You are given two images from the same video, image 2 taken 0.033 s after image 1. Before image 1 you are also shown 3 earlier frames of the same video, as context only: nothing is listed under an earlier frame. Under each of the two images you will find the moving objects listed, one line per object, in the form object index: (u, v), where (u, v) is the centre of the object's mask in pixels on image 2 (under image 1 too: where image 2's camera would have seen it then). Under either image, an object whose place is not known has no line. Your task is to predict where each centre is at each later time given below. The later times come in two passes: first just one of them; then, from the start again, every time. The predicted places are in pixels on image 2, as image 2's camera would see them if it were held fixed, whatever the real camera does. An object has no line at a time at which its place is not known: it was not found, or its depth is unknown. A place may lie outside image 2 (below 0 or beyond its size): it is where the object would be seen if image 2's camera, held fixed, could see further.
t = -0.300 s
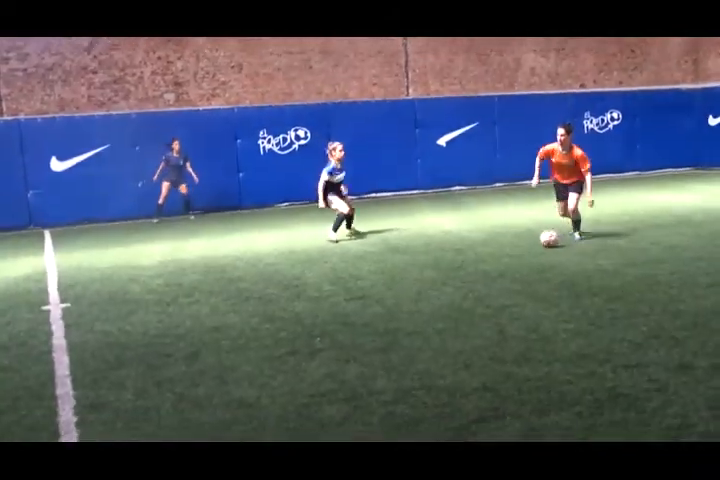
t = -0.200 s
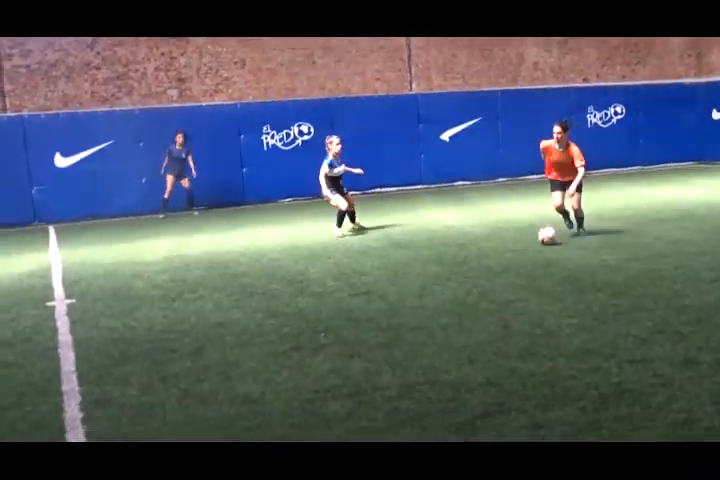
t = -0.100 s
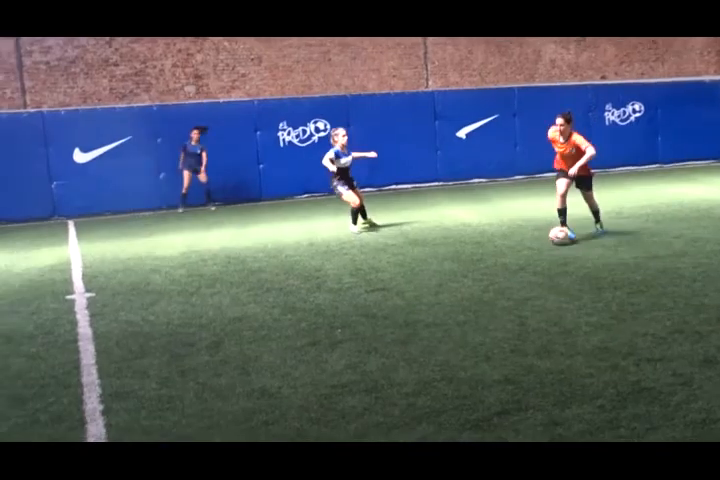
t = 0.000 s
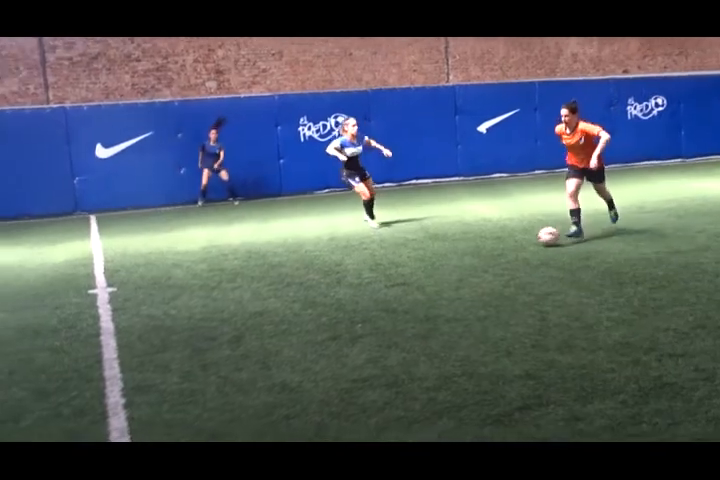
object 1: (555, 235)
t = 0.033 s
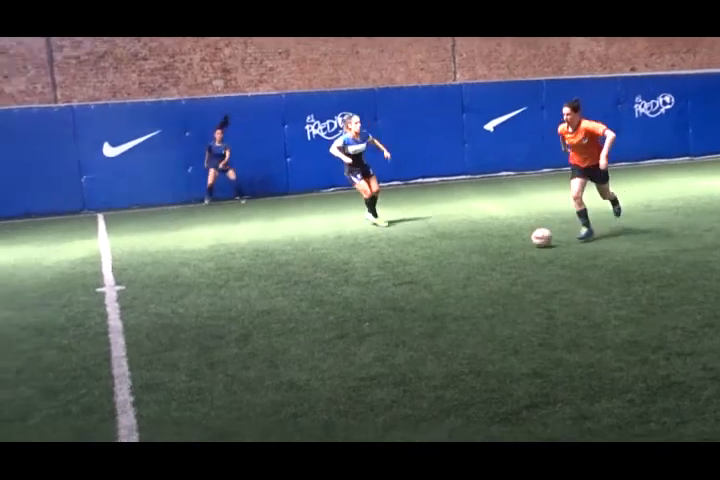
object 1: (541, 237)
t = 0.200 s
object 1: (480, 247)
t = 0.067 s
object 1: (529, 239)
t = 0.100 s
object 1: (516, 241)
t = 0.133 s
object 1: (503, 243)
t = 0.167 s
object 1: (491, 246)
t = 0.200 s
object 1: (480, 247)
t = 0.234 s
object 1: (468, 249)
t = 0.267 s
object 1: (459, 251)
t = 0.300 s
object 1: (447, 254)
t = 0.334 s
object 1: (436, 255)
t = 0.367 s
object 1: (425, 257)
